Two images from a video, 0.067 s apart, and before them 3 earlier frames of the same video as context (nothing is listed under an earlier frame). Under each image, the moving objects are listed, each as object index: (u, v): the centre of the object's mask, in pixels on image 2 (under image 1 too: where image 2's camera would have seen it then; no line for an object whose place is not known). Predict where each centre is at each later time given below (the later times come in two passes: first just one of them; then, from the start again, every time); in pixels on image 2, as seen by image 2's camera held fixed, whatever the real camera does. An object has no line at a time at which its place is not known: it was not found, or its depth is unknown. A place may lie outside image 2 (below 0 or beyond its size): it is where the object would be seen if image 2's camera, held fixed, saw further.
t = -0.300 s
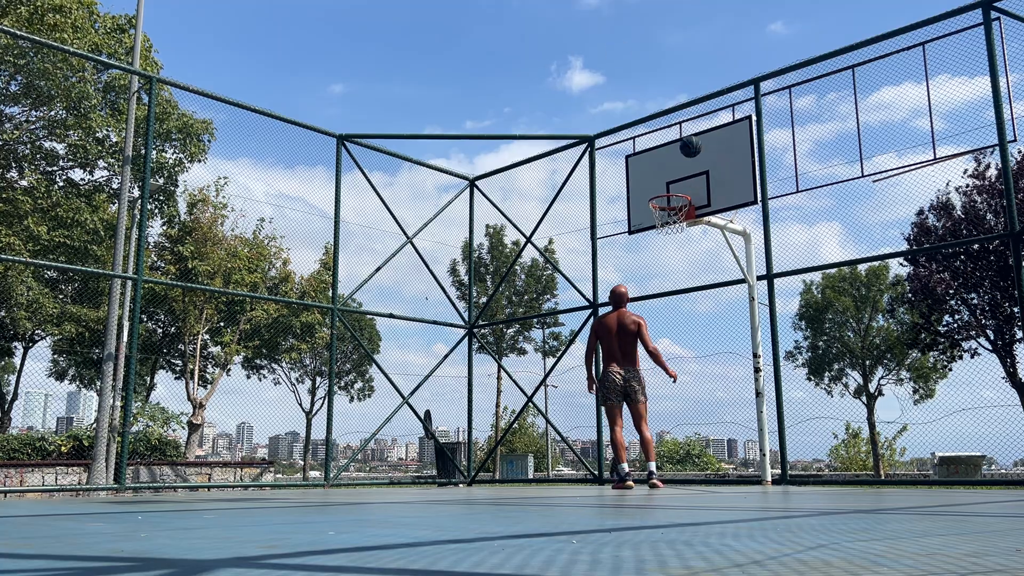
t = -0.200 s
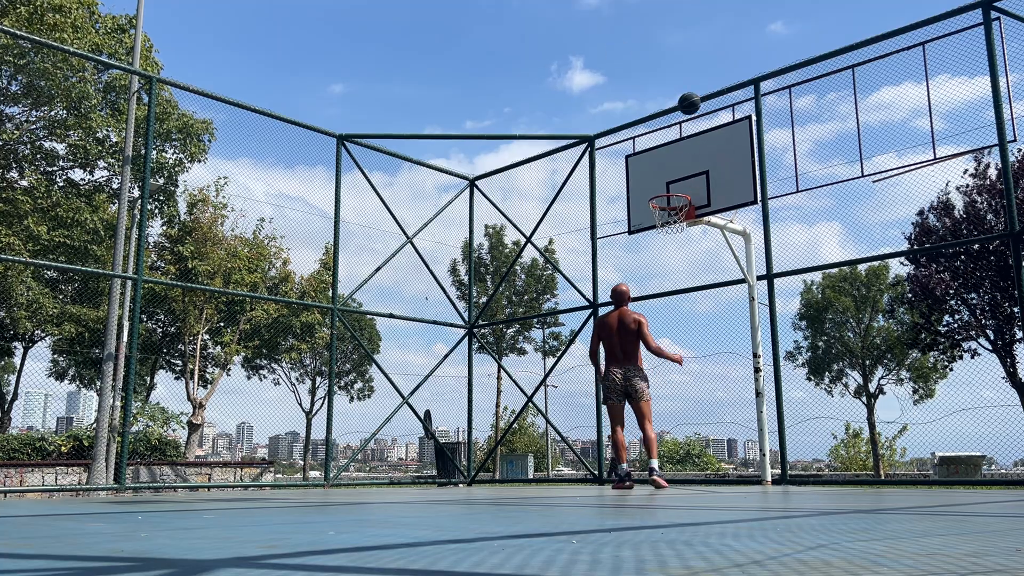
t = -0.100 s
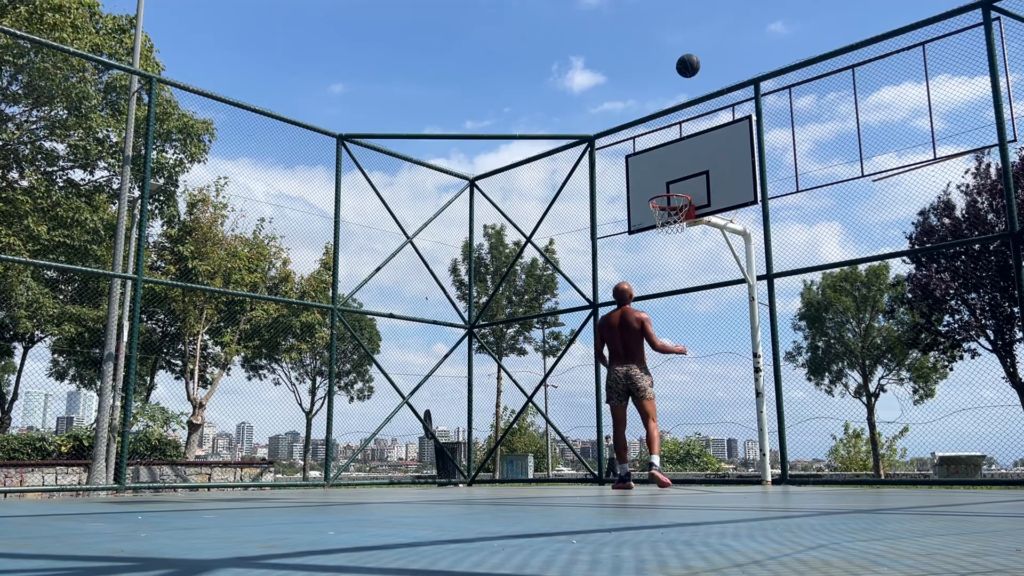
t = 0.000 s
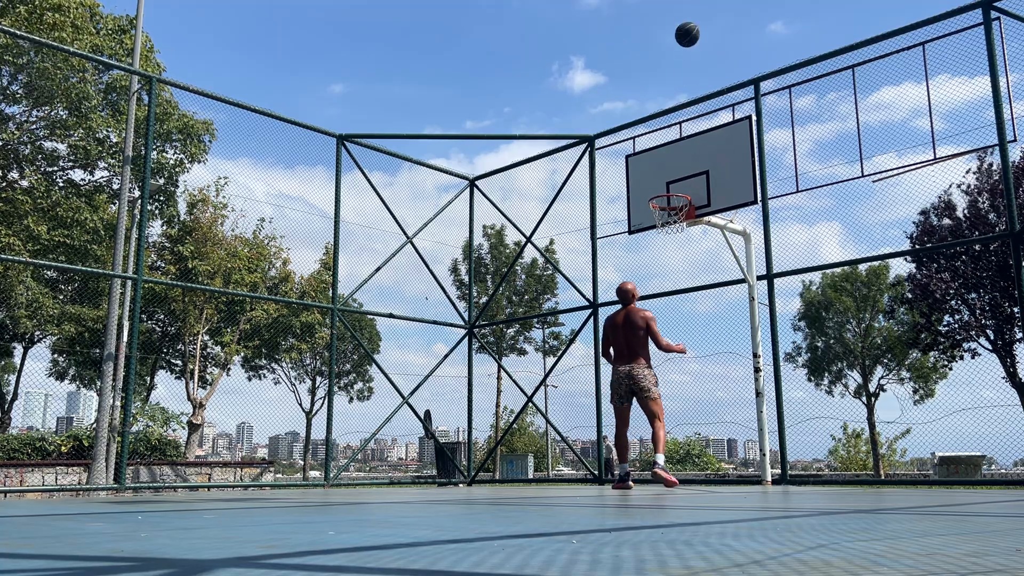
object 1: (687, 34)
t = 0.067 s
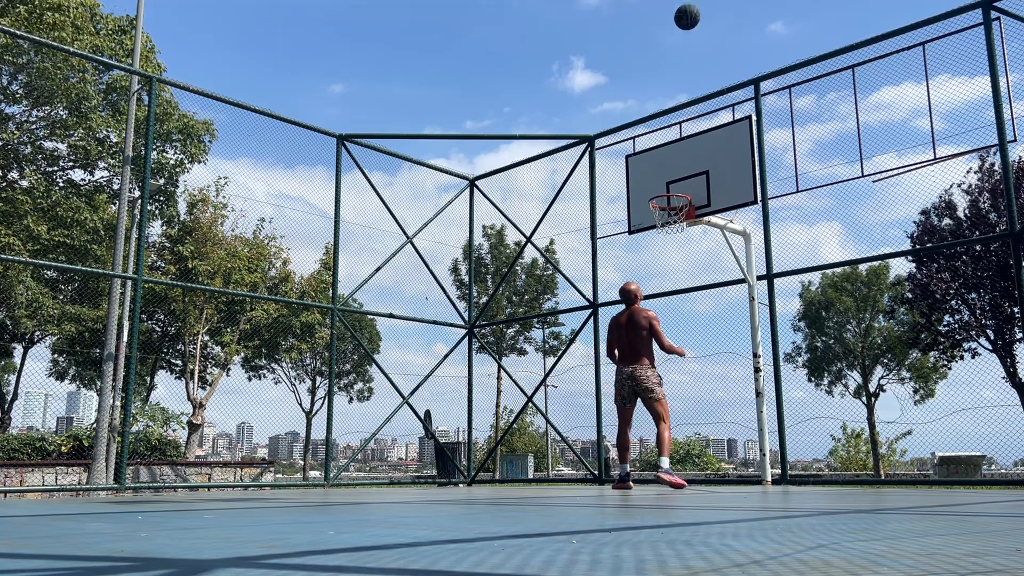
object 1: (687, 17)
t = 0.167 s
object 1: (687, 5)
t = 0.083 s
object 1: (687, 13)
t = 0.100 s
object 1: (687, 11)
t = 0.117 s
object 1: (687, 9)
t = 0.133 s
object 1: (686, 7)
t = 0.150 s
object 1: (686, 6)
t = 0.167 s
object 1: (687, 5)
